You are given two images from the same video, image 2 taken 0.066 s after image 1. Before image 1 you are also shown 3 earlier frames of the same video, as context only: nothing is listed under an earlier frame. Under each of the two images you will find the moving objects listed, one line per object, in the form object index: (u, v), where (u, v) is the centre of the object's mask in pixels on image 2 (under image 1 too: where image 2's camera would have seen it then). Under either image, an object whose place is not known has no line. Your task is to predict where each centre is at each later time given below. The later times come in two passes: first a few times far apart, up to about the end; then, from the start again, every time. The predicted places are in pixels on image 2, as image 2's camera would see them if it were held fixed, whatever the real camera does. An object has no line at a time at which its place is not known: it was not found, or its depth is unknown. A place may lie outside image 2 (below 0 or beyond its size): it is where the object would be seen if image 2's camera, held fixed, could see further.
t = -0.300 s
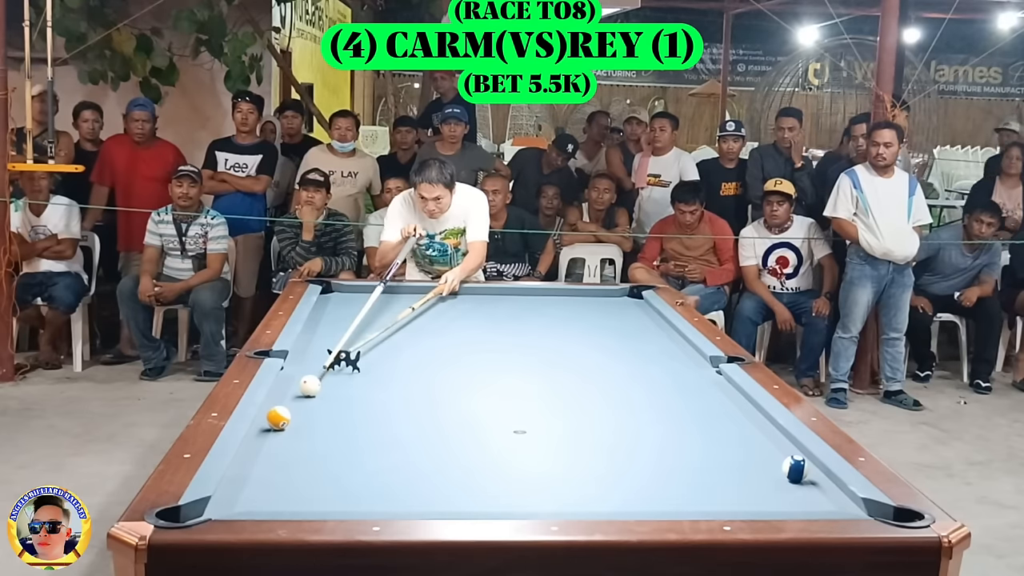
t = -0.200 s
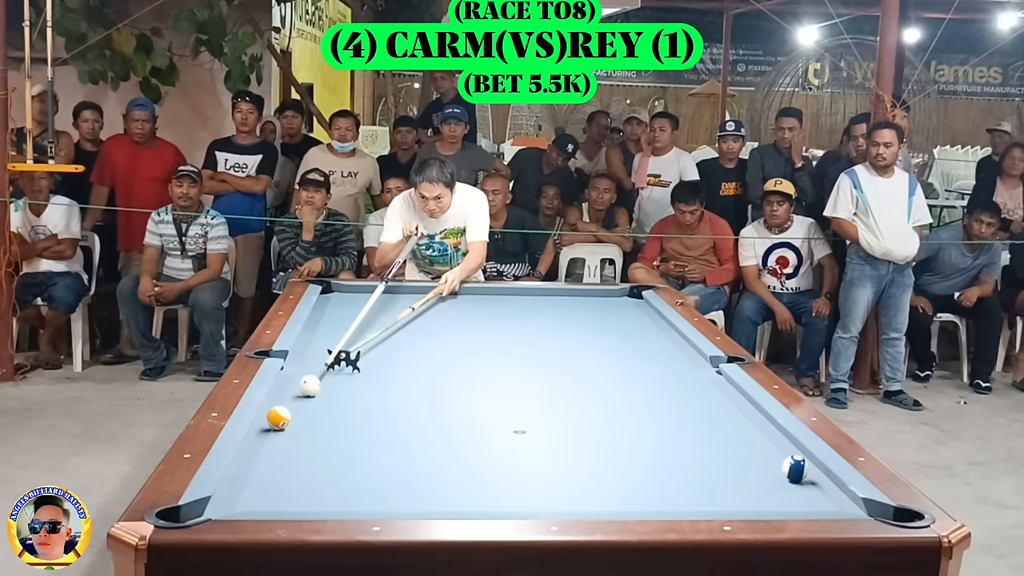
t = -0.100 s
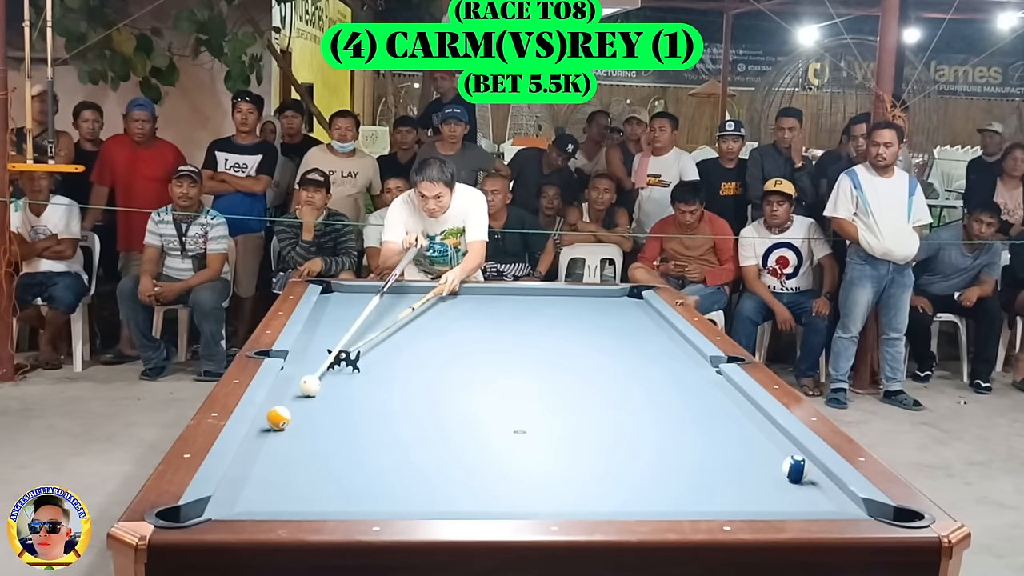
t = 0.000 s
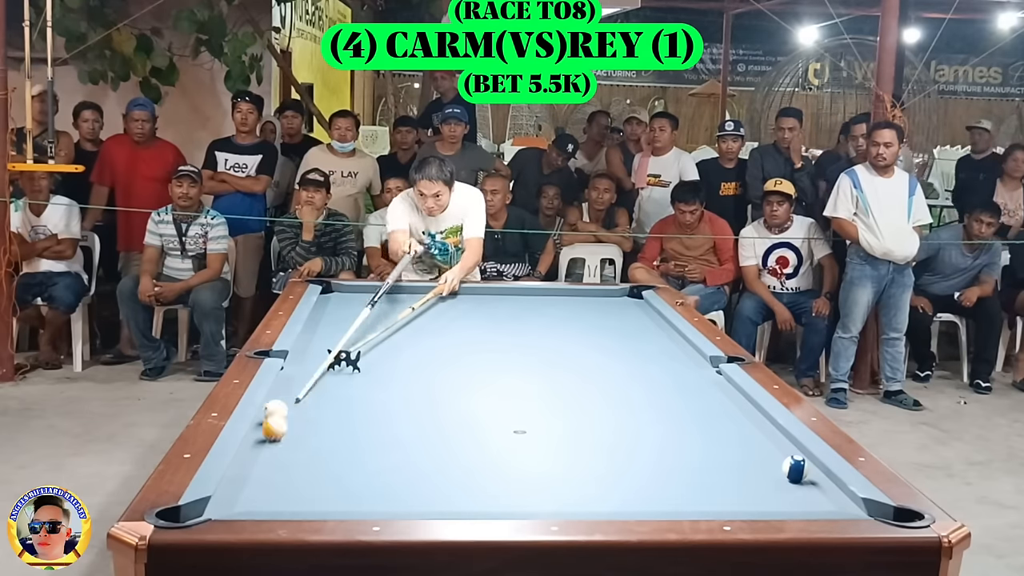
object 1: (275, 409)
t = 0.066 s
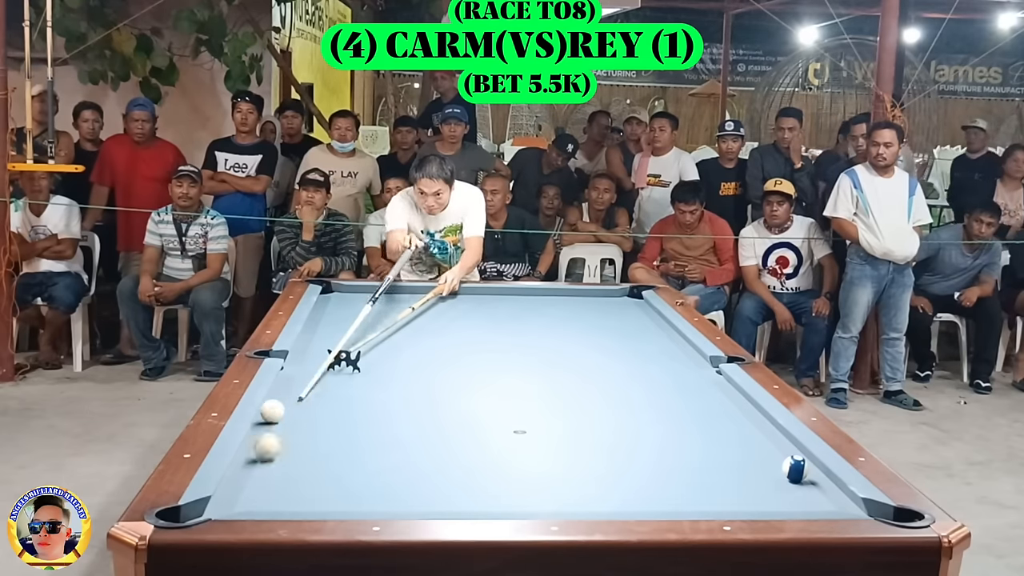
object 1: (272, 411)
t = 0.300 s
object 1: (298, 405)
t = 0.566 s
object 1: (326, 400)
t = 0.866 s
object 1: (351, 394)
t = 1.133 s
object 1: (373, 389)
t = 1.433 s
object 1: (394, 385)
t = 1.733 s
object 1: (414, 381)
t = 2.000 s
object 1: (428, 377)
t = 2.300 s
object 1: (443, 375)
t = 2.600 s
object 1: (456, 372)
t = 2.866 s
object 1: (465, 370)
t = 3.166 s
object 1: (473, 368)
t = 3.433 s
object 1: (480, 367)
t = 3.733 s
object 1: (483, 366)
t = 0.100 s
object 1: (276, 410)
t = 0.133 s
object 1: (281, 409)
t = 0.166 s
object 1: (284, 408)
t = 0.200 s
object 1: (289, 407)
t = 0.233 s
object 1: (291, 407)
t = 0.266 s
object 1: (295, 406)
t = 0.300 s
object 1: (298, 405)
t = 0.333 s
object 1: (302, 404)
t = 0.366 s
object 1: (305, 404)
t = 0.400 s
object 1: (309, 403)
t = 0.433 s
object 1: (312, 402)
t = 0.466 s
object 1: (315, 401)
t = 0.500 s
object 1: (319, 401)
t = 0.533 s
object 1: (322, 400)
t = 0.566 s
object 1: (326, 400)
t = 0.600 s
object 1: (329, 399)
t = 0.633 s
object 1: (332, 398)
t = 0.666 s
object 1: (333, 398)
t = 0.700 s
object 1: (336, 397)
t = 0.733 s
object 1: (339, 396)
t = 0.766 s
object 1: (342, 396)
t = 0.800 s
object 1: (345, 395)
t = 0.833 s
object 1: (348, 395)
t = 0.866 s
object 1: (351, 394)
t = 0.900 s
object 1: (354, 393)
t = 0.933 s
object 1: (356, 393)
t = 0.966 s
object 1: (359, 392)
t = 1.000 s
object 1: (362, 392)
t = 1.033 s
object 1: (365, 391)
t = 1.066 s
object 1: (367, 390)
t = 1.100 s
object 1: (370, 390)
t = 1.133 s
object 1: (373, 389)
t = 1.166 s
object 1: (375, 389)
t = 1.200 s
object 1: (377, 388)
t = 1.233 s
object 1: (380, 388)
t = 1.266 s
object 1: (382, 387)
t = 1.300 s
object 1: (385, 387)
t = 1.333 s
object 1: (387, 386)
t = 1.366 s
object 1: (389, 386)
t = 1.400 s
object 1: (392, 386)
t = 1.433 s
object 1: (394, 385)
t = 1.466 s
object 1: (396, 384)
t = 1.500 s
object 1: (399, 384)
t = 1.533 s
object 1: (401, 383)
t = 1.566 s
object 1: (403, 383)
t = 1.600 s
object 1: (405, 383)
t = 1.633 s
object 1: (408, 382)
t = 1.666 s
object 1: (410, 381)
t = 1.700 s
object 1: (412, 381)
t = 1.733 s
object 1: (414, 381)
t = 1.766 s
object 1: (416, 381)
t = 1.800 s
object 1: (417, 380)
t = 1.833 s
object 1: (419, 380)
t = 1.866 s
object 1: (421, 379)
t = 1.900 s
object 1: (424, 379)
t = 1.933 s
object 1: (424, 378)
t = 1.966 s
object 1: (426, 378)
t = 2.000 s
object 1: (428, 377)
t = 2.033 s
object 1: (429, 377)
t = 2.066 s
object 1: (432, 377)
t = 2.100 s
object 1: (434, 376)
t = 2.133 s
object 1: (436, 376)
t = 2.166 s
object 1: (437, 376)
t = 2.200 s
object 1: (439, 375)
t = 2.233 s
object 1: (440, 375)
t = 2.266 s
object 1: (442, 375)
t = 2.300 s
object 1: (443, 375)
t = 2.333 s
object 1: (444, 374)
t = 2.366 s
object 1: (446, 375)
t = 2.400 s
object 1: (448, 374)
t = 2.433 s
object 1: (448, 374)
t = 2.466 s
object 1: (451, 374)
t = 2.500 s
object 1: (451, 373)
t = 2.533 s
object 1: (453, 373)
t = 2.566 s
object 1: (454, 372)
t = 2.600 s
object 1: (456, 372)
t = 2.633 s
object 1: (457, 372)
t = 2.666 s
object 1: (458, 372)
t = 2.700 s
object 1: (459, 372)
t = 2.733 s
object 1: (461, 371)
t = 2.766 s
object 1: (461, 371)
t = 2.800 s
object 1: (462, 371)
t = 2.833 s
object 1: (464, 370)
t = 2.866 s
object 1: (465, 370)
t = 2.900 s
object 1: (466, 370)
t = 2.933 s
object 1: (467, 370)
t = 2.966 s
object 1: (468, 371)
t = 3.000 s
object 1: (469, 371)
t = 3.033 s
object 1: (469, 370)
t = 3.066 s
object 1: (470, 370)
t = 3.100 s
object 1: (471, 369)
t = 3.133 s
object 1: (471, 369)
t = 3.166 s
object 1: (473, 368)
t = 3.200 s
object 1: (475, 369)
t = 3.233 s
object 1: (475, 369)
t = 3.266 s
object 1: (476, 368)
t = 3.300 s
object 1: (477, 367)
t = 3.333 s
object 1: (477, 367)
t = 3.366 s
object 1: (478, 367)
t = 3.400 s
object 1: (479, 367)
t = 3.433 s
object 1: (480, 367)
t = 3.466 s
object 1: (480, 367)
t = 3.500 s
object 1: (480, 366)
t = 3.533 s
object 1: (480, 366)
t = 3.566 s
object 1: (481, 367)
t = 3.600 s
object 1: (481, 367)
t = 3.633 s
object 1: (482, 366)
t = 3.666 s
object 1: (482, 366)
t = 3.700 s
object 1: (483, 366)
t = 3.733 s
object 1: (483, 366)
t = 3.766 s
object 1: (484, 366)
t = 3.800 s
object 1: (485, 366)
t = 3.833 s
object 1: (485, 365)
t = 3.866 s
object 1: (485, 366)
